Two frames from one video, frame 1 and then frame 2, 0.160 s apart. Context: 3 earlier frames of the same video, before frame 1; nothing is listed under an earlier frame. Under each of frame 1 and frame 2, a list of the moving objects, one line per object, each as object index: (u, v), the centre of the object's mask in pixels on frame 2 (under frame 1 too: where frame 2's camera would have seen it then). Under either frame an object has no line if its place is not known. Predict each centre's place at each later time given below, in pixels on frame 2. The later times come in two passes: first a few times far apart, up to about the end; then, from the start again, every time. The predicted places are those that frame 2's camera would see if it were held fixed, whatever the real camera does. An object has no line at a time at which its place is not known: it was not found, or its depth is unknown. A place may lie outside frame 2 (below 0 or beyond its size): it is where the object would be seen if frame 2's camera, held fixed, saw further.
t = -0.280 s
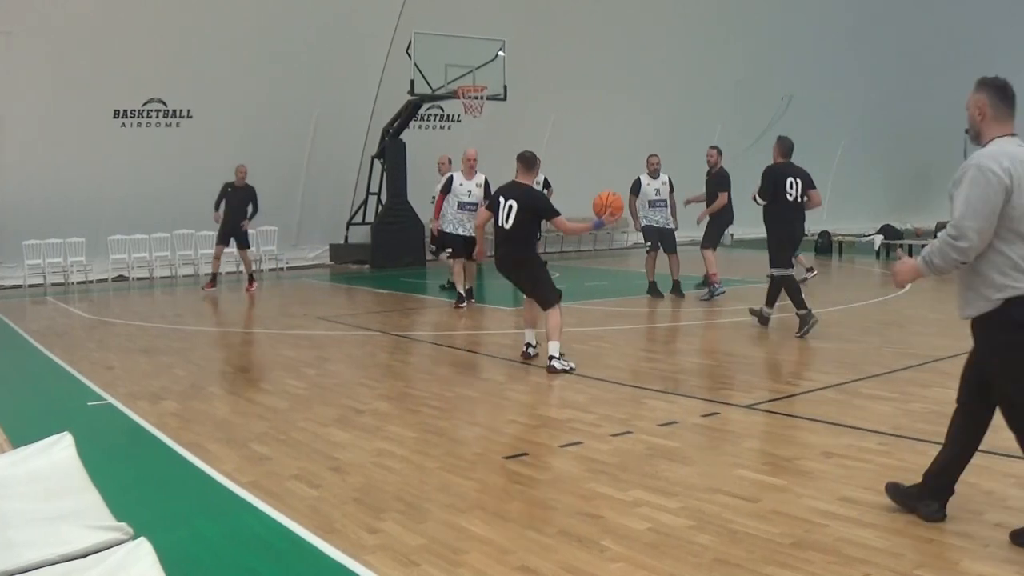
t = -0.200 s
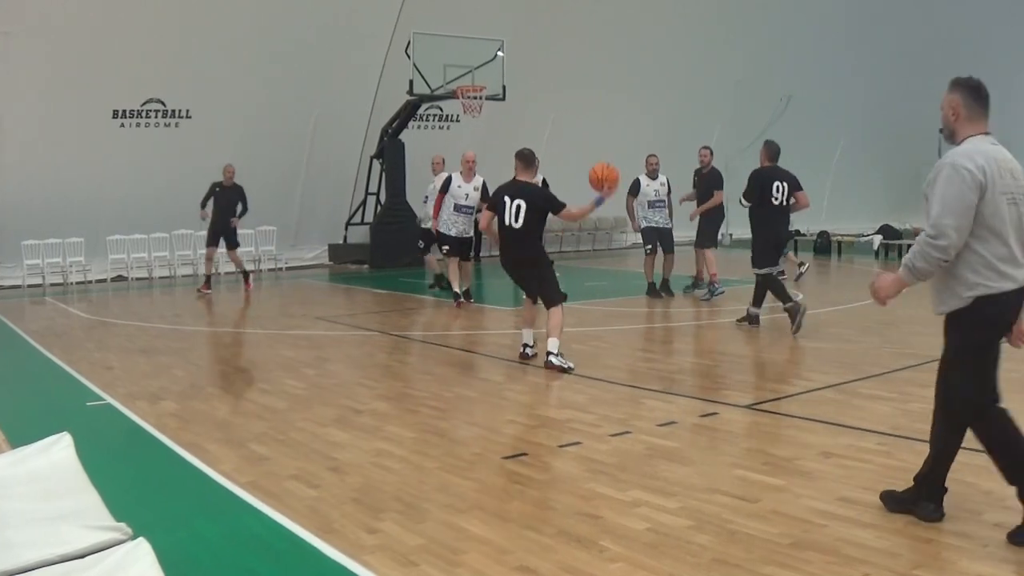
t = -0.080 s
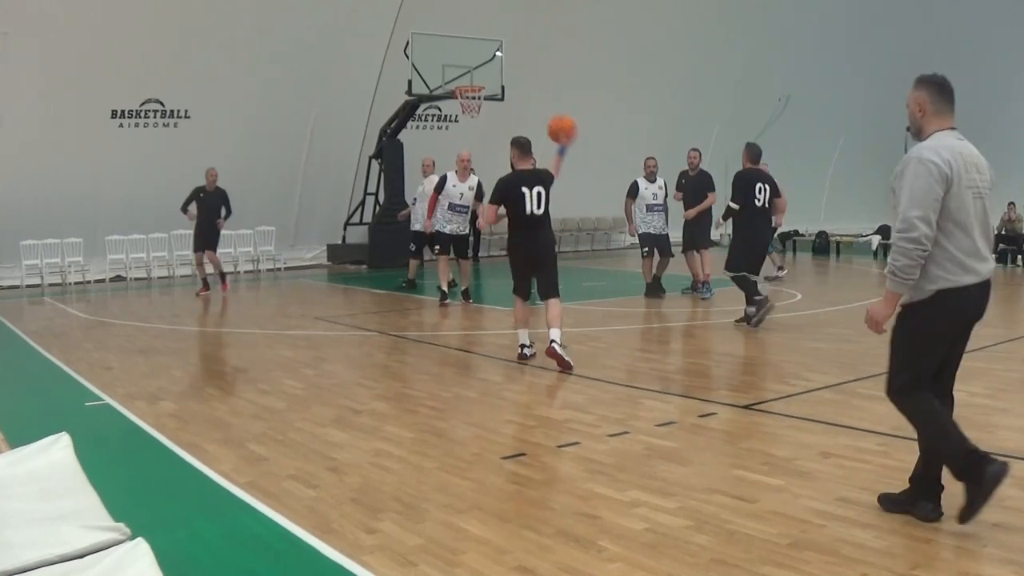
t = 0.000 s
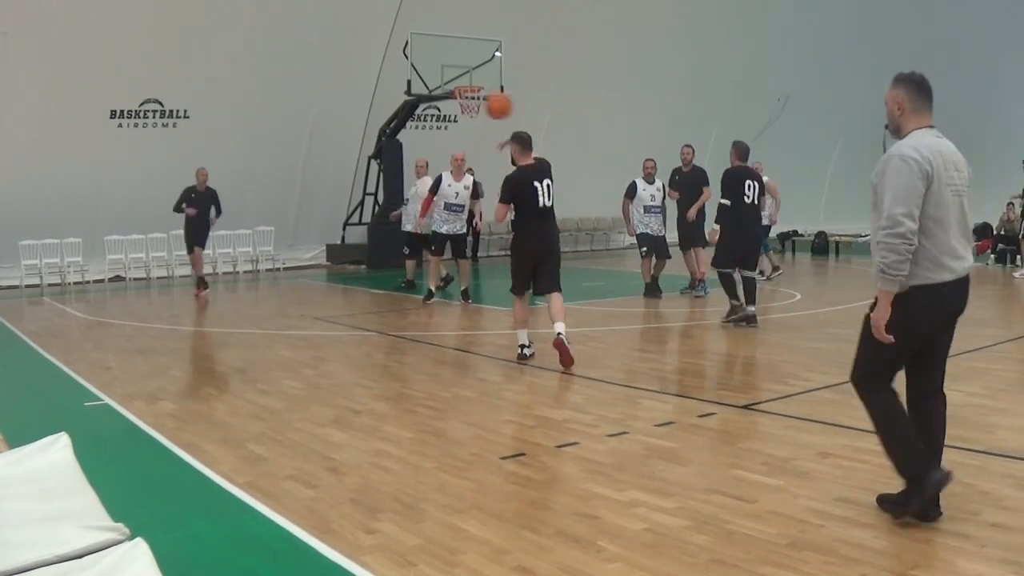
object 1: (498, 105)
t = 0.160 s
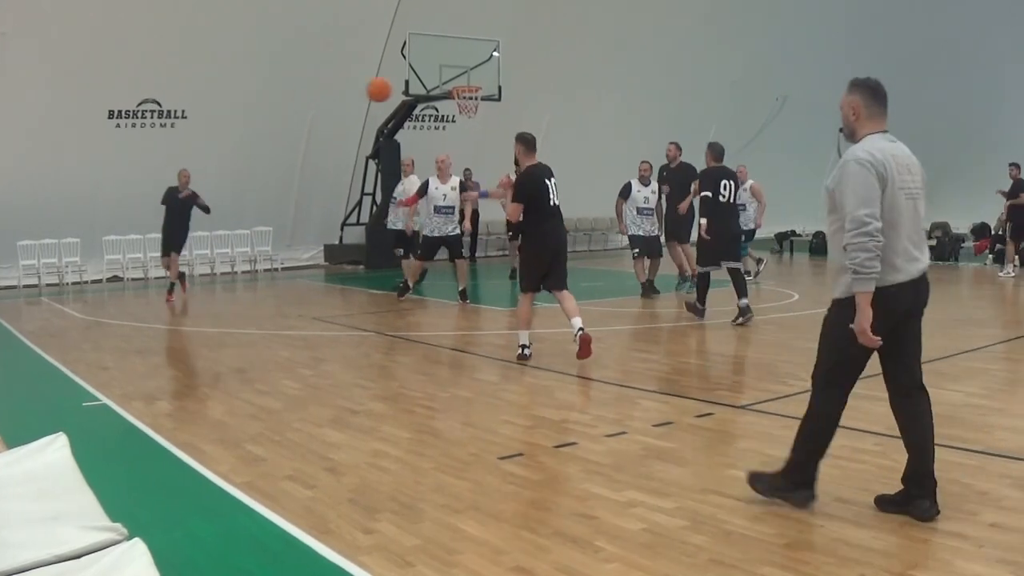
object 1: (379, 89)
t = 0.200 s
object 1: (353, 90)
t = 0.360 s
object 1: (265, 105)
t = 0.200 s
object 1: (353, 90)
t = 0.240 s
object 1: (329, 92)
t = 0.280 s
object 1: (307, 95)
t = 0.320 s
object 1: (285, 99)
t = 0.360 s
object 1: (265, 105)
